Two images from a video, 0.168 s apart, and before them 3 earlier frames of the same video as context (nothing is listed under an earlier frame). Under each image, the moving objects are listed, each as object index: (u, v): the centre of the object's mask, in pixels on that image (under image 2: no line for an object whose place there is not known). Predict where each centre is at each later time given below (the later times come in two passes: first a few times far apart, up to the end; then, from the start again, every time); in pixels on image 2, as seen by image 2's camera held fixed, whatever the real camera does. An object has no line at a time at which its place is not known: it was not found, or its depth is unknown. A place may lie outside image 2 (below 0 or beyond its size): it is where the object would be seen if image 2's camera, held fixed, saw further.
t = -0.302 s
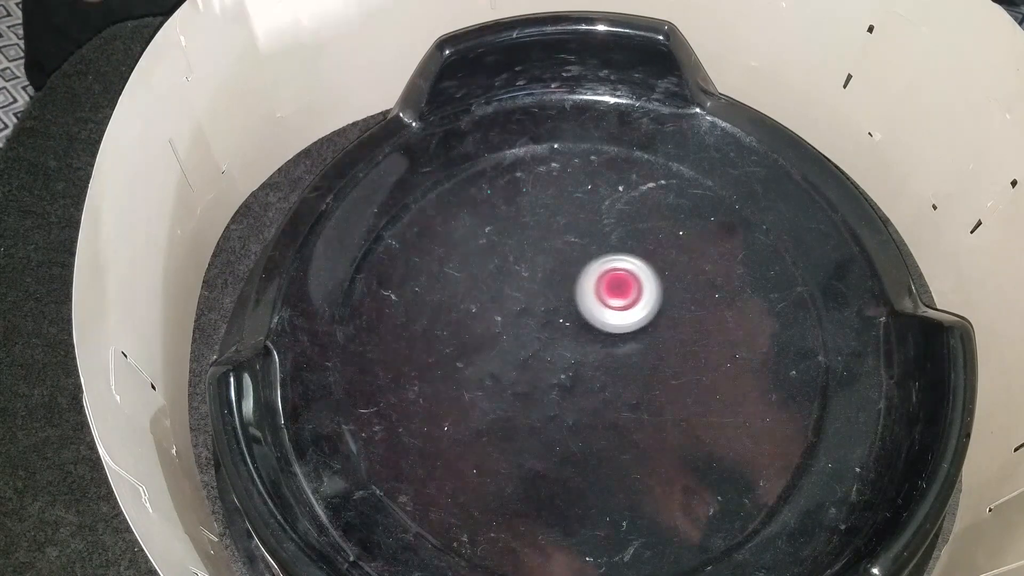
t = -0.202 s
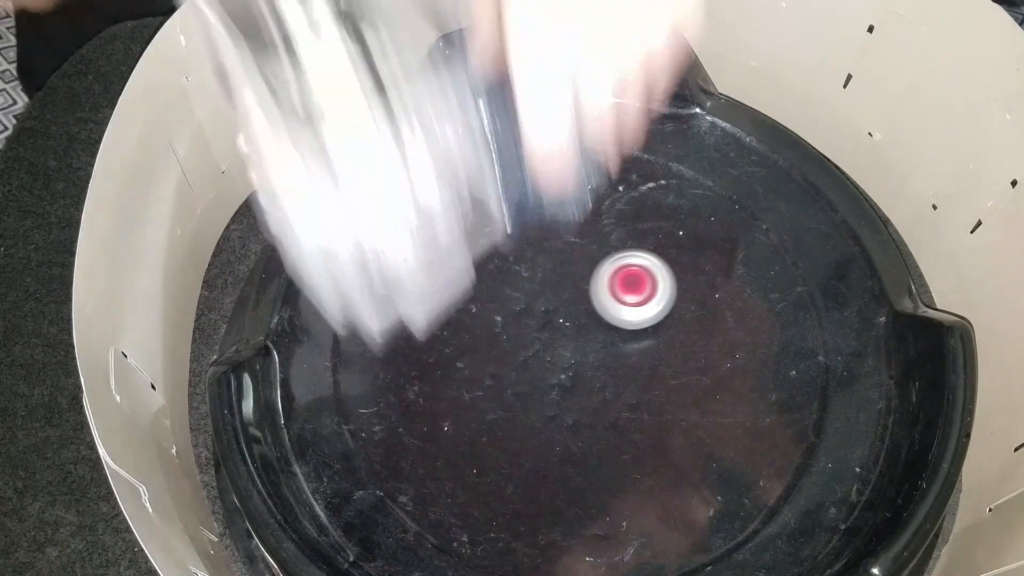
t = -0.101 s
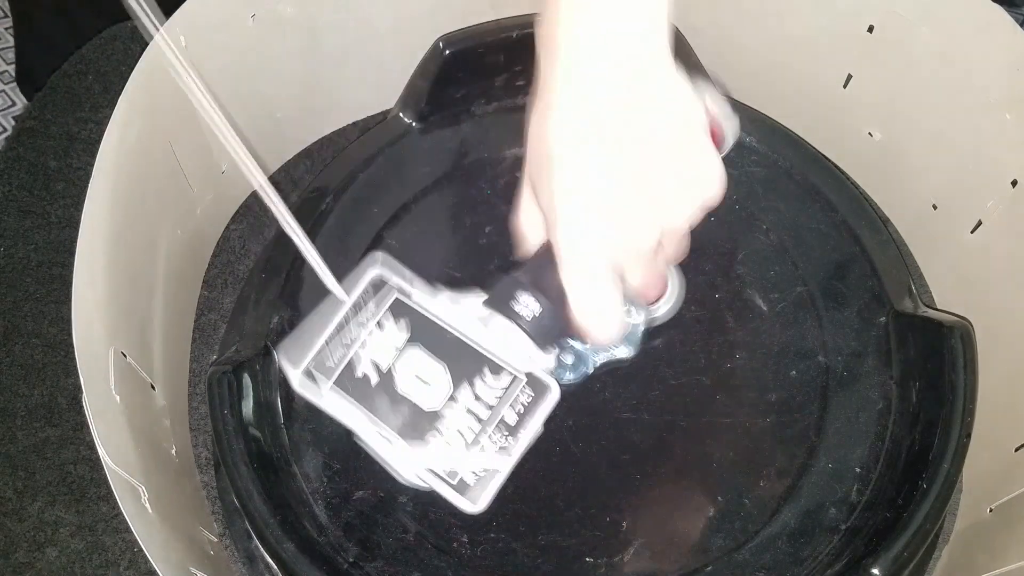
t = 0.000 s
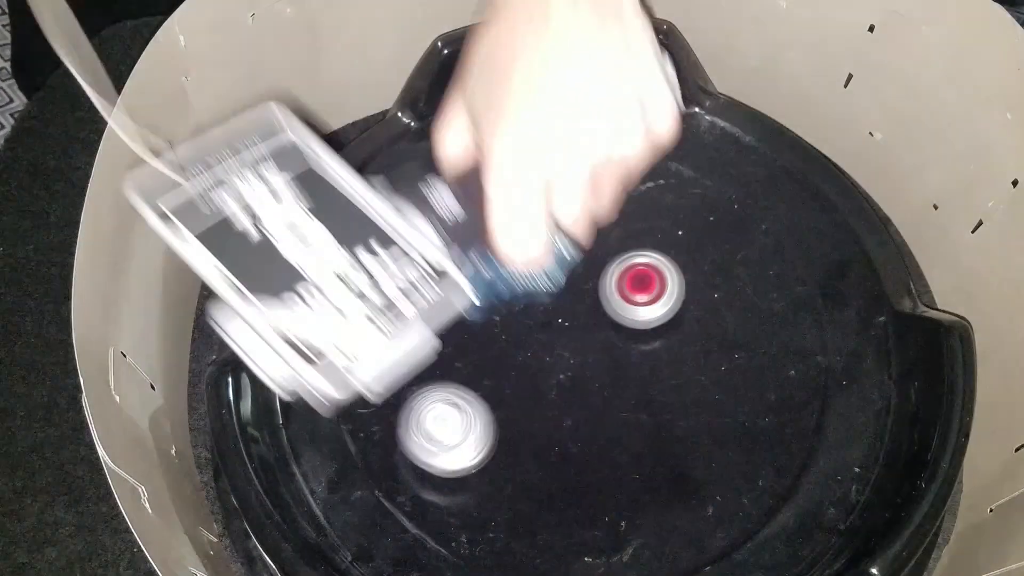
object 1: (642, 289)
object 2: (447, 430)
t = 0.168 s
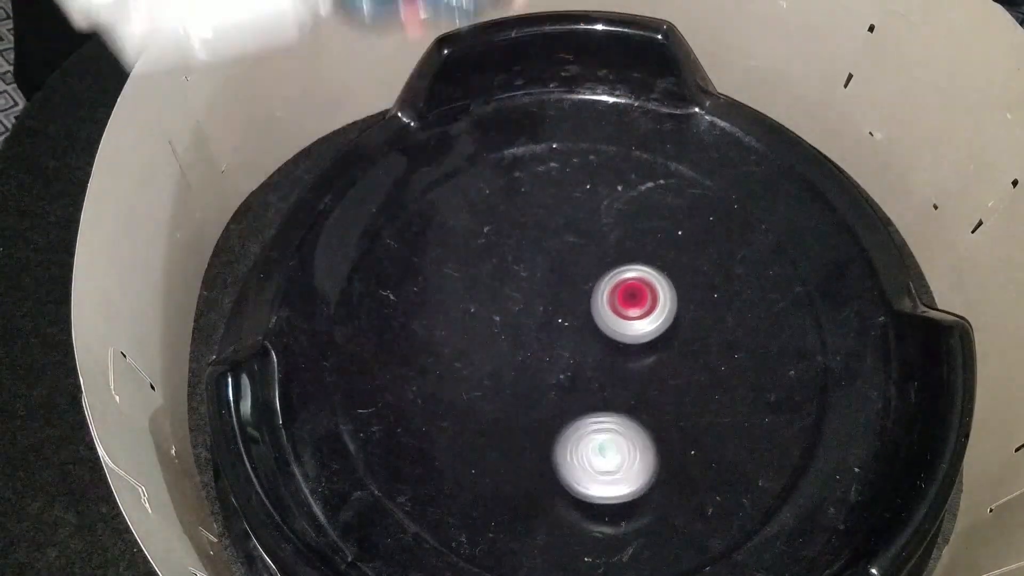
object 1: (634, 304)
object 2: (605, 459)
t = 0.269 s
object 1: (631, 318)
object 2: (694, 432)
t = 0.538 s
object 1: (596, 358)
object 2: (716, 352)
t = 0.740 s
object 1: (569, 389)
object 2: (669, 319)
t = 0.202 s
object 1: (633, 308)
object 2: (640, 453)
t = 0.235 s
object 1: (632, 313)
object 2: (670, 444)
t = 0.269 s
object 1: (631, 318)
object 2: (694, 432)
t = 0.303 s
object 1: (630, 322)
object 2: (709, 420)
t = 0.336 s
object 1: (629, 328)
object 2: (719, 407)
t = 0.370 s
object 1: (627, 334)
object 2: (723, 394)
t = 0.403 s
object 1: (626, 339)
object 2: (721, 383)
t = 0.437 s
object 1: (624, 346)
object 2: (717, 373)
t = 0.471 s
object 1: (621, 352)
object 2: (714, 364)
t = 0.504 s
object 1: (609, 355)
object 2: (717, 359)
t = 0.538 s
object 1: (596, 358)
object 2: (716, 352)
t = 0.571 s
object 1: (586, 362)
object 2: (712, 346)
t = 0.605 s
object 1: (577, 366)
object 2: (705, 339)
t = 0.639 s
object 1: (571, 371)
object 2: (697, 334)
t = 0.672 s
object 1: (568, 377)
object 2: (688, 328)
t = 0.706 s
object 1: (568, 383)
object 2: (679, 323)
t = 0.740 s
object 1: (569, 389)
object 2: (669, 319)
